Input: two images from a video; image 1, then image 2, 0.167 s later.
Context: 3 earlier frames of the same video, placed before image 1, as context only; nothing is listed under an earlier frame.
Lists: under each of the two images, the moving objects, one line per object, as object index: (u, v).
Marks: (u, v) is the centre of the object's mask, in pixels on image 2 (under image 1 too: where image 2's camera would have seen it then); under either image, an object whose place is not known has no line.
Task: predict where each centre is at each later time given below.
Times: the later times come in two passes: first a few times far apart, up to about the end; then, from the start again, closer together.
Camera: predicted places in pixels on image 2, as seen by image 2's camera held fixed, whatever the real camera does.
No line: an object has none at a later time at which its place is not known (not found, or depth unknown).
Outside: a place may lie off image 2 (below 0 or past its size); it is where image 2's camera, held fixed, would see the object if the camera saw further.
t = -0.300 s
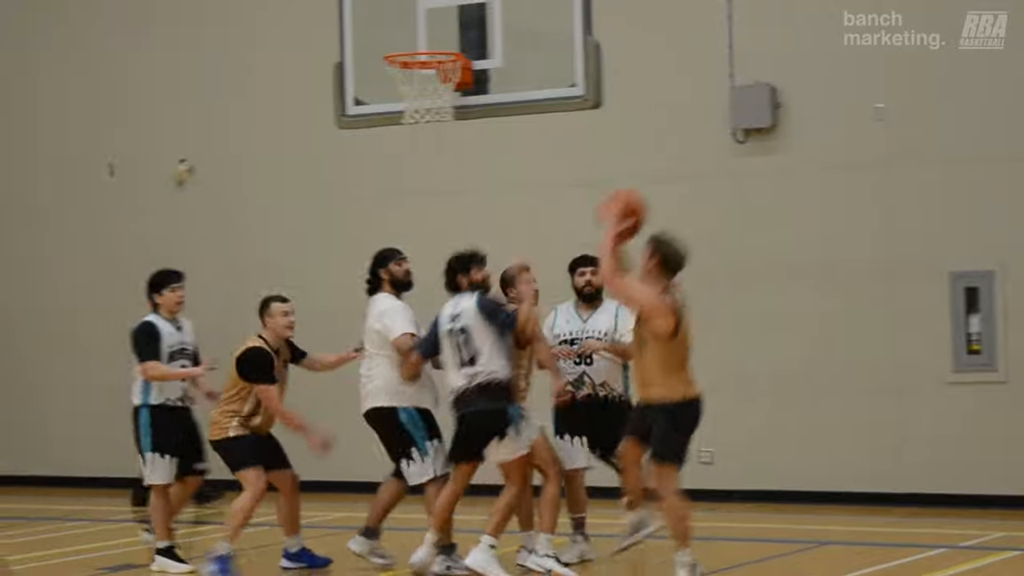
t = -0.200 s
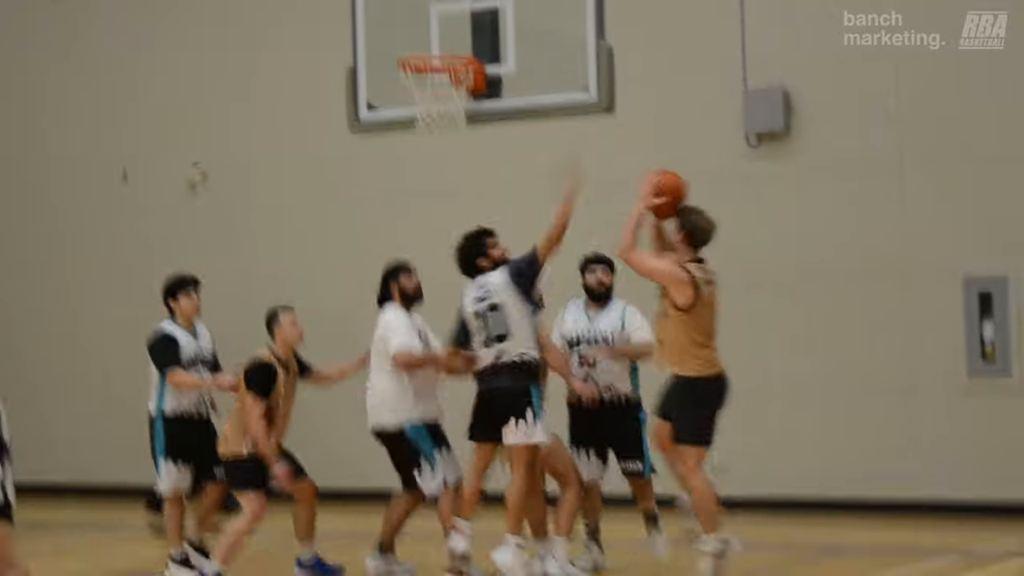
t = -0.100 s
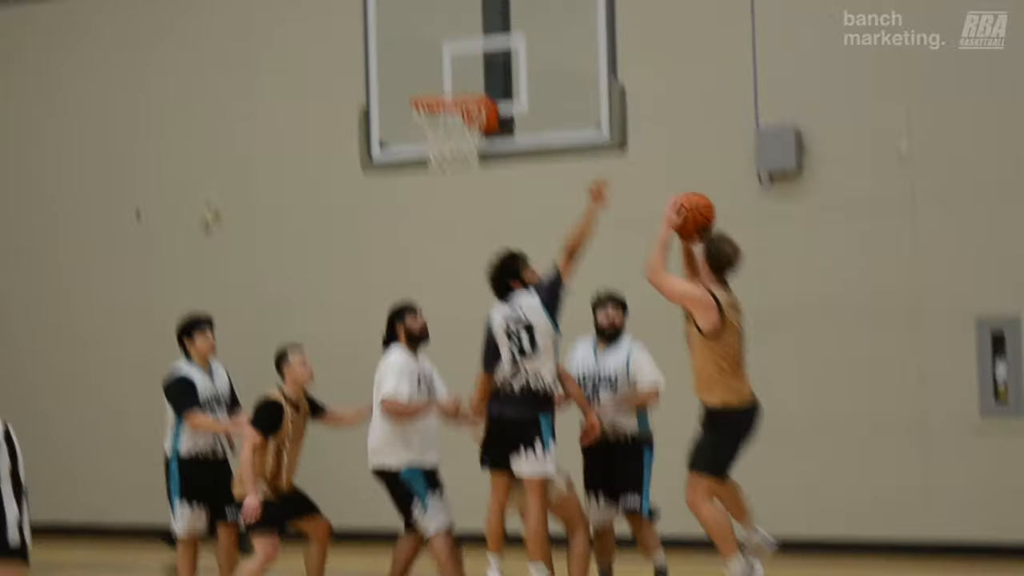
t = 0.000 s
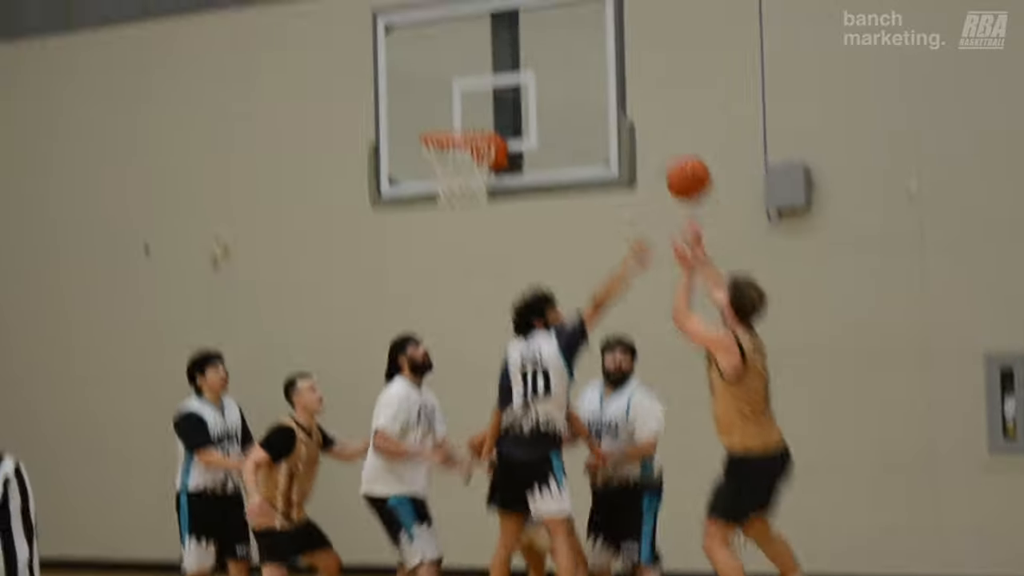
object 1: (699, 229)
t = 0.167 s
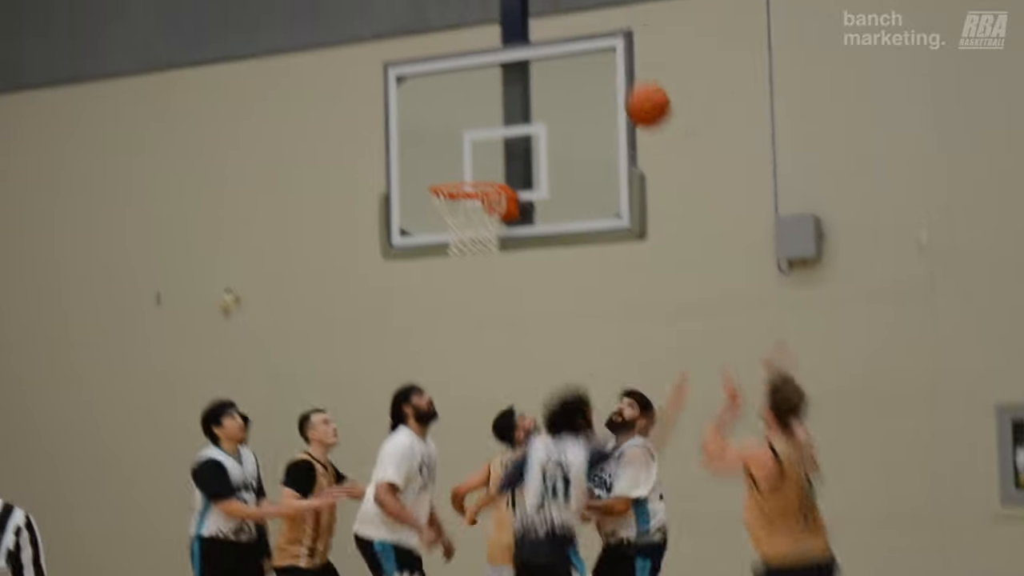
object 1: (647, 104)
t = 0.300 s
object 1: (611, 45)
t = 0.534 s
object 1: (554, 18)
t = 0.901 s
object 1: (476, 157)
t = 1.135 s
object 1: (463, 153)
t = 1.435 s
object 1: (476, 168)
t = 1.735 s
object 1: (454, 208)
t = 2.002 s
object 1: (460, 252)
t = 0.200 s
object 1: (638, 87)
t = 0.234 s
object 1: (629, 71)
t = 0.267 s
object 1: (620, 58)
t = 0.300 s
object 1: (611, 45)
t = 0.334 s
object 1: (602, 36)
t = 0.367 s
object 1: (593, 28)
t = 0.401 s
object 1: (585, 22)
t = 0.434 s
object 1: (577, 18)
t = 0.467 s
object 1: (569, 16)
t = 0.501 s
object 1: (562, 16)
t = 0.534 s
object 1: (554, 18)
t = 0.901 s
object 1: (476, 157)
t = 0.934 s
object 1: (471, 164)
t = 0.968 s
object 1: (469, 157)
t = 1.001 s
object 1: (467, 153)
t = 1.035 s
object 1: (466, 151)
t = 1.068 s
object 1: (465, 150)
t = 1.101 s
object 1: (464, 150)
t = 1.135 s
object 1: (463, 153)
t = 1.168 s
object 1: (462, 156)
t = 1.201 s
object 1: (460, 162)
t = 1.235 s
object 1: (460, 168)
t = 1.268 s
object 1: (459, 172)
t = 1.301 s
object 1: (461, 171)
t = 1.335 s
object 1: (466, 168)
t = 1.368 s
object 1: (469, 167)
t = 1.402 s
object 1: (472, 167)
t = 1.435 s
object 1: (476, 168)
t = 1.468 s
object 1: (479, 169)
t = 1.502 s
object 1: (483, 172)
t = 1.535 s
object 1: (479, 172)
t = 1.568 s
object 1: (475, 173)
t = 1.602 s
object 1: (471, 174)
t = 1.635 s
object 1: (467, 176)
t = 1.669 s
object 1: (462, 192)
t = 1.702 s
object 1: (459, 202)
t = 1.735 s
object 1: (454, 208)
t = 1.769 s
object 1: (451, 215)
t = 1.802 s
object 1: (450, 221)
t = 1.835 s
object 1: (449, 225)
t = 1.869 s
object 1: (450, 227)
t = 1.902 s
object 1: (451, 230)
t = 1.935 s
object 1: (453, 237)
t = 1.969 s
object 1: (456, 244)
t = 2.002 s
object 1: (460, 252)
